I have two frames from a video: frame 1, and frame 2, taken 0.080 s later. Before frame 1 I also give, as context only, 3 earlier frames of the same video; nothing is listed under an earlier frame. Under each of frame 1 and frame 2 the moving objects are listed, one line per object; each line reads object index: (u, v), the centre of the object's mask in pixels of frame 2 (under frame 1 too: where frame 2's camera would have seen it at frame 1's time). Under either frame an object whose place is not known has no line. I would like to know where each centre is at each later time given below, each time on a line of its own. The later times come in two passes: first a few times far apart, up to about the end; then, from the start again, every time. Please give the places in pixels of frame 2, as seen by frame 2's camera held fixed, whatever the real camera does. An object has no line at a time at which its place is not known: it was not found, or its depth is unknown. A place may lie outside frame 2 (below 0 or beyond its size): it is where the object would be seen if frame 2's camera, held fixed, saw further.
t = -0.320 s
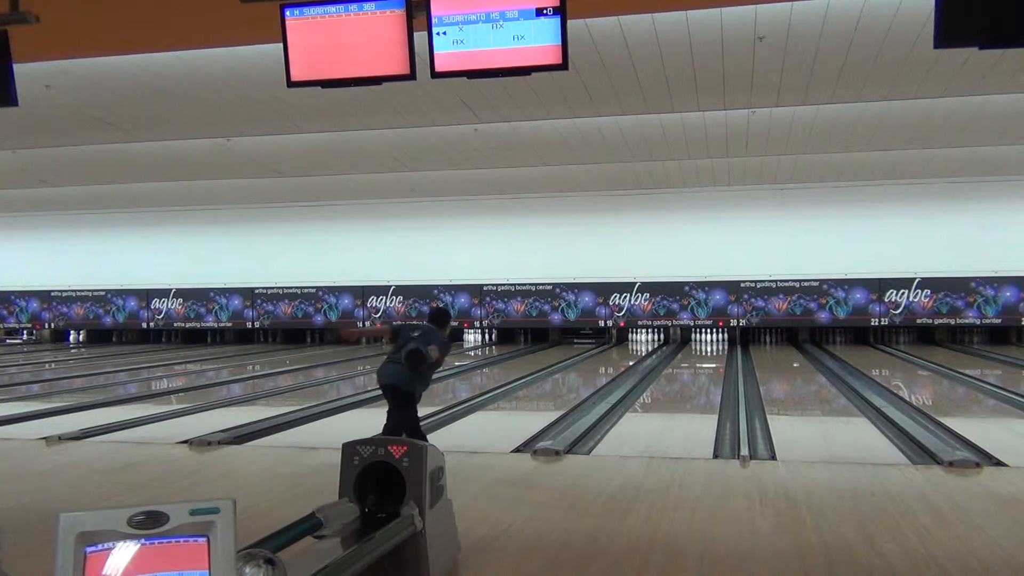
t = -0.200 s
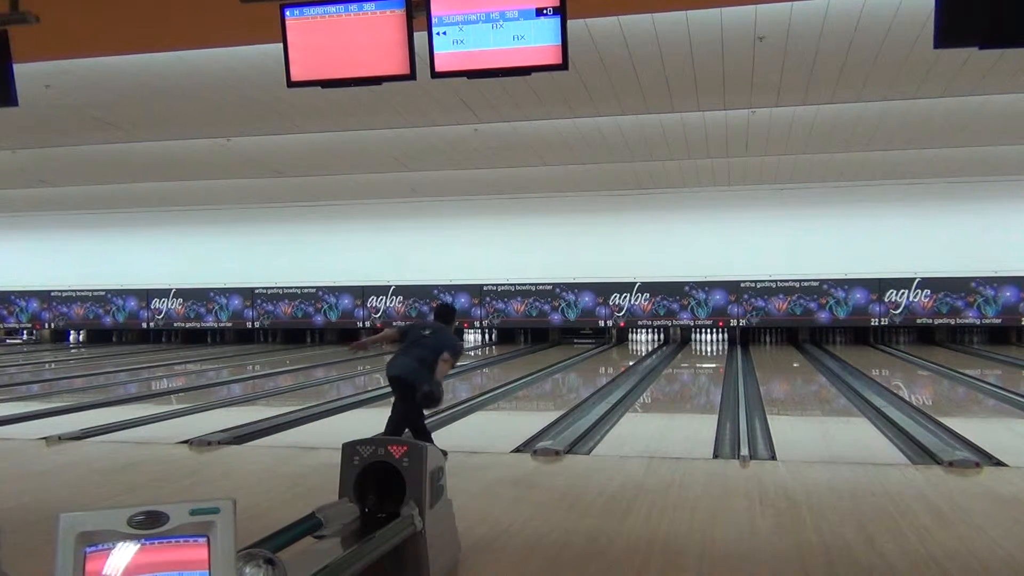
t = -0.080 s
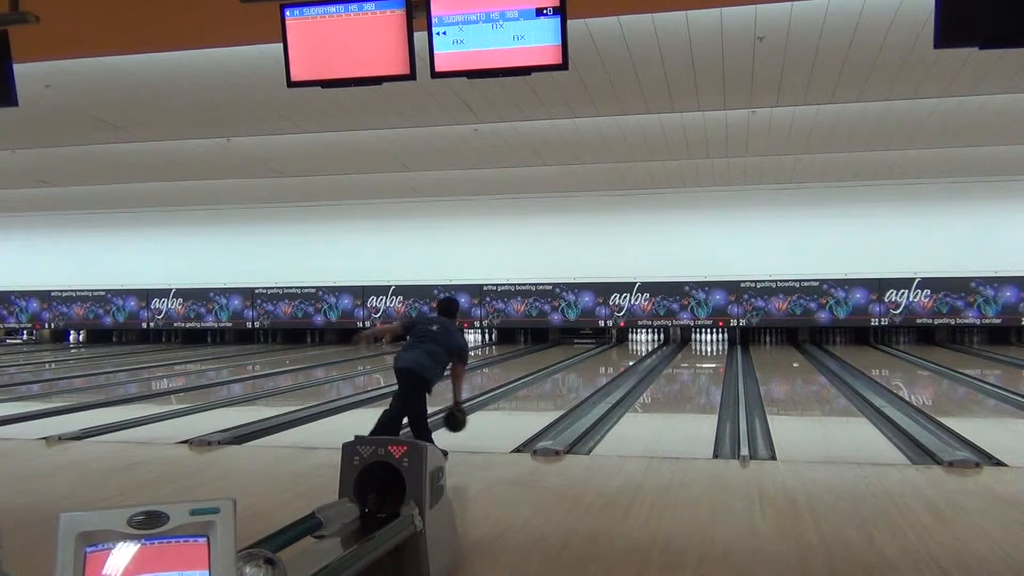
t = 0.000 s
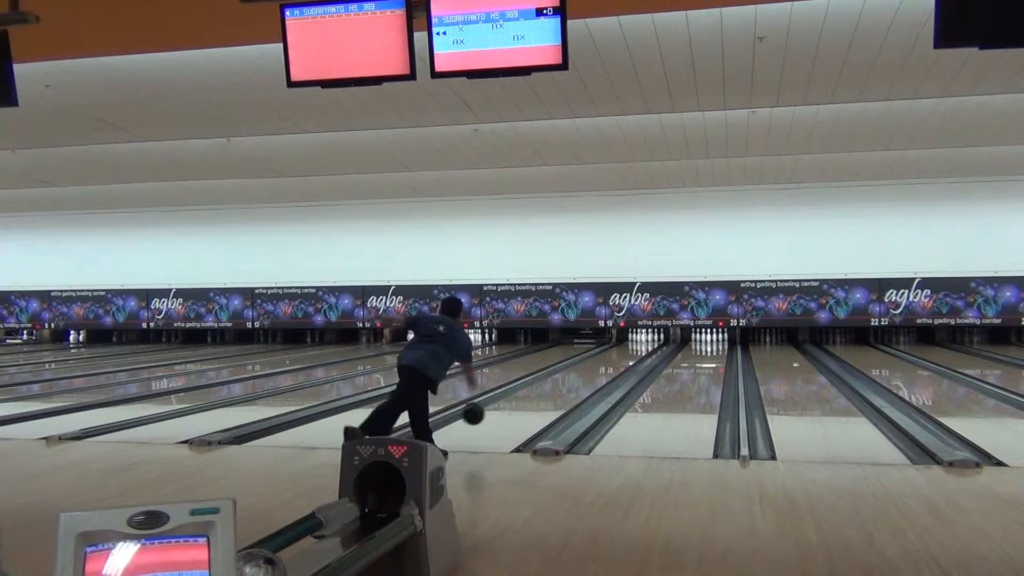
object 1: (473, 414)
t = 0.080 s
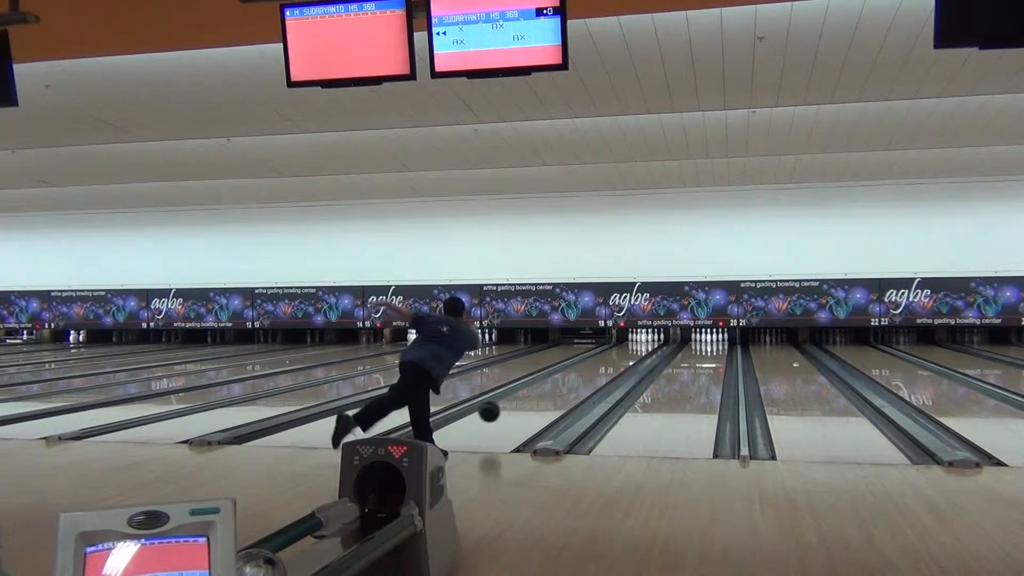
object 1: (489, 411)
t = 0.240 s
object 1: (516, 411)
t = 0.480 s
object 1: (547, 396)
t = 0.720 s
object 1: (570, 383)
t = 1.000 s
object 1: (590, 372)
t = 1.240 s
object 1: (603, 365)
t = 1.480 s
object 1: (614, 358)
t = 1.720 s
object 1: (623, 353)
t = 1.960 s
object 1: (630, 349)
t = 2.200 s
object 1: (635, 345)
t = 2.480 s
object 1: (639, 342)
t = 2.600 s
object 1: (639, 341)
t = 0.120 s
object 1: (496, 413)
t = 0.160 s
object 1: (503, 415)
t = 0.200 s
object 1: (510, 416)
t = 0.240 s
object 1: (516, 411)
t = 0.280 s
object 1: (522, 408)
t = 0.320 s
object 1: (527, 407)
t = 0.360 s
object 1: (533, 404)
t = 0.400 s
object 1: (538, 402)
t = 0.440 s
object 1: (542, 399)
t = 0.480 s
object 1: (547, 396)
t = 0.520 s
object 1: (551, 394)
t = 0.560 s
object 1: (555, 392)
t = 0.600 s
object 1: (559, 389)
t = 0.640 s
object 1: (563, 387)
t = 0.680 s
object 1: (566, 386)
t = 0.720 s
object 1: (570, 383)
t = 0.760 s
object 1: (573, 382)
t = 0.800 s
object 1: (576, 380)
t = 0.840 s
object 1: (579, 378)
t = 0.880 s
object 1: (582, 377)
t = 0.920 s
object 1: (585, 375)
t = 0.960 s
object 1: (587, 374)
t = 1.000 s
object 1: (590, 372)
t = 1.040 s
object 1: (592, 371)
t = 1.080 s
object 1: (595, 369)
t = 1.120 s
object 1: (597, 368)
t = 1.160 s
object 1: (599, 367)
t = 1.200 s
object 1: (601, 366)
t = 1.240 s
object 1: (603, 365)
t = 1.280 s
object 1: (606, 364)
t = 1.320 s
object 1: (607, 362)
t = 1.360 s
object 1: (609, 362)
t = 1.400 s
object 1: (611, 360)
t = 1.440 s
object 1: (613, 359)
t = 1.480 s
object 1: (614, 358)
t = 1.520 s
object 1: (616, 358)
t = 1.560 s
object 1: (617, 357)
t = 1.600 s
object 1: (619, 356)
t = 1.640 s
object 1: (620, 355)
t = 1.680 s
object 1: (622, 354)
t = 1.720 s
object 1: (623, 353)
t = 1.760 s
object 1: (625, 352)
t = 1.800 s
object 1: (626, 352)
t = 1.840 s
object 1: (626, 351)
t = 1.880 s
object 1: (628, 351)
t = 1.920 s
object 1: (629, 350)
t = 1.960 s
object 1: (630, 349)
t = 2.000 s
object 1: (631, 348)
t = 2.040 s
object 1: (632, 347)
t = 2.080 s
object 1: (632, 346)
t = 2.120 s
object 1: (634, 346)
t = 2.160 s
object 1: (634, 345)
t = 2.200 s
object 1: (635, 345)
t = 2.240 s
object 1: (636, 345)
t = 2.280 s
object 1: (637, 344)
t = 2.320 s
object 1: (637, 344)
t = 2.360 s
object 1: (637, 343)
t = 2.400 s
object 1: (638, 342)
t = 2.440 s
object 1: (638, 342)
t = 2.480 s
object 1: (639, 342)
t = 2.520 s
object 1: (639, 341)
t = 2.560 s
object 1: (639, 341)
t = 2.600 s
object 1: (639, 341)
